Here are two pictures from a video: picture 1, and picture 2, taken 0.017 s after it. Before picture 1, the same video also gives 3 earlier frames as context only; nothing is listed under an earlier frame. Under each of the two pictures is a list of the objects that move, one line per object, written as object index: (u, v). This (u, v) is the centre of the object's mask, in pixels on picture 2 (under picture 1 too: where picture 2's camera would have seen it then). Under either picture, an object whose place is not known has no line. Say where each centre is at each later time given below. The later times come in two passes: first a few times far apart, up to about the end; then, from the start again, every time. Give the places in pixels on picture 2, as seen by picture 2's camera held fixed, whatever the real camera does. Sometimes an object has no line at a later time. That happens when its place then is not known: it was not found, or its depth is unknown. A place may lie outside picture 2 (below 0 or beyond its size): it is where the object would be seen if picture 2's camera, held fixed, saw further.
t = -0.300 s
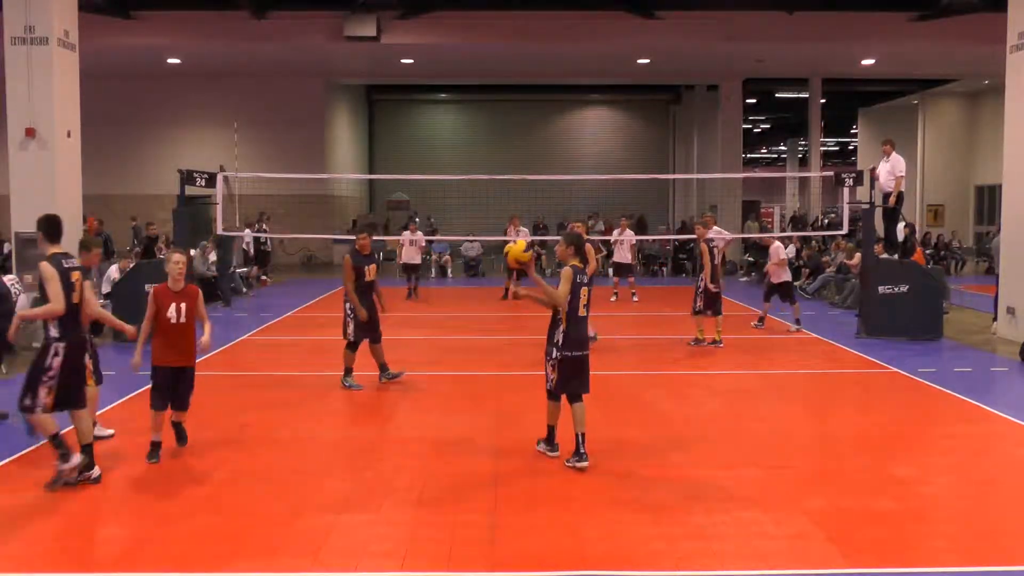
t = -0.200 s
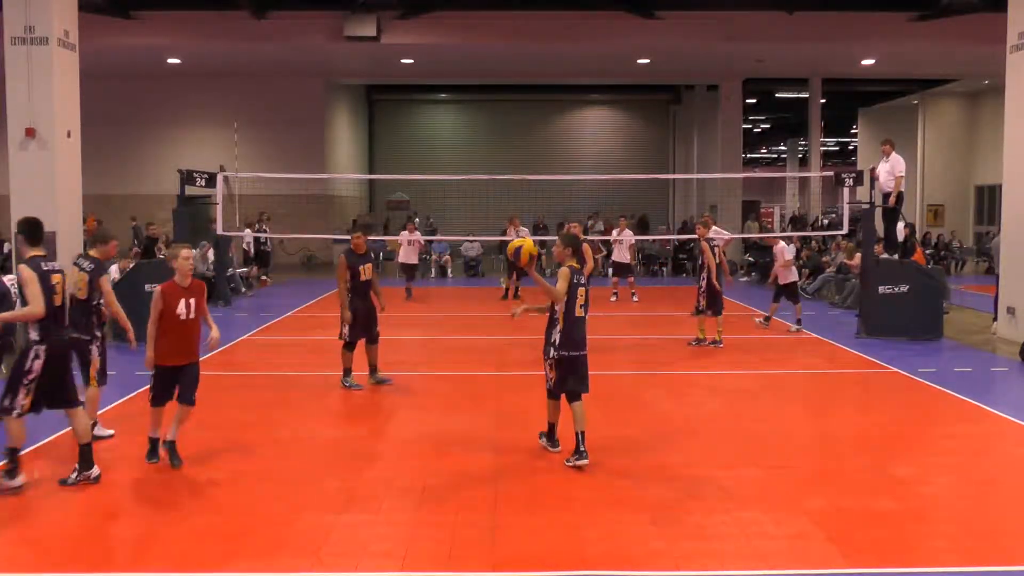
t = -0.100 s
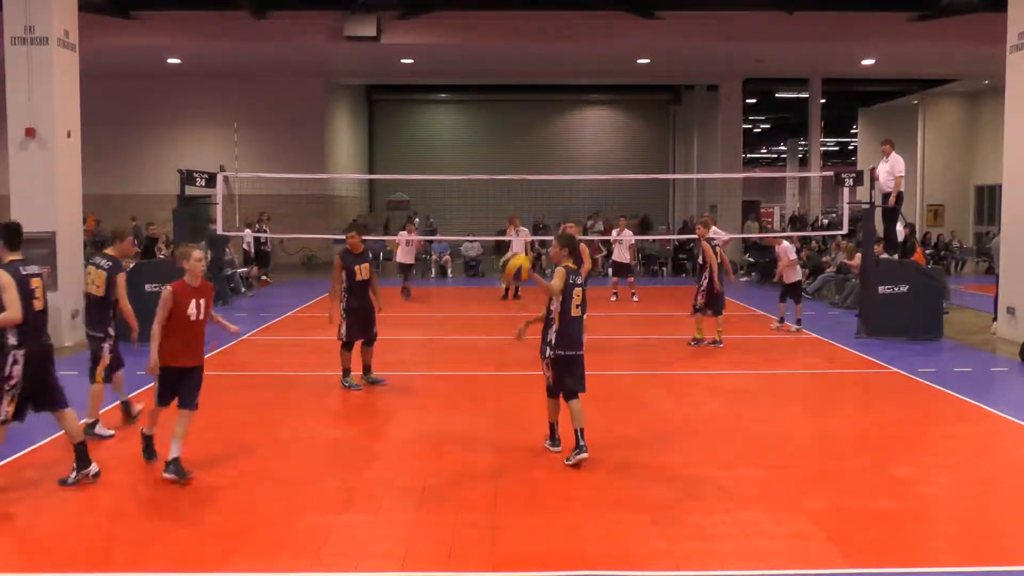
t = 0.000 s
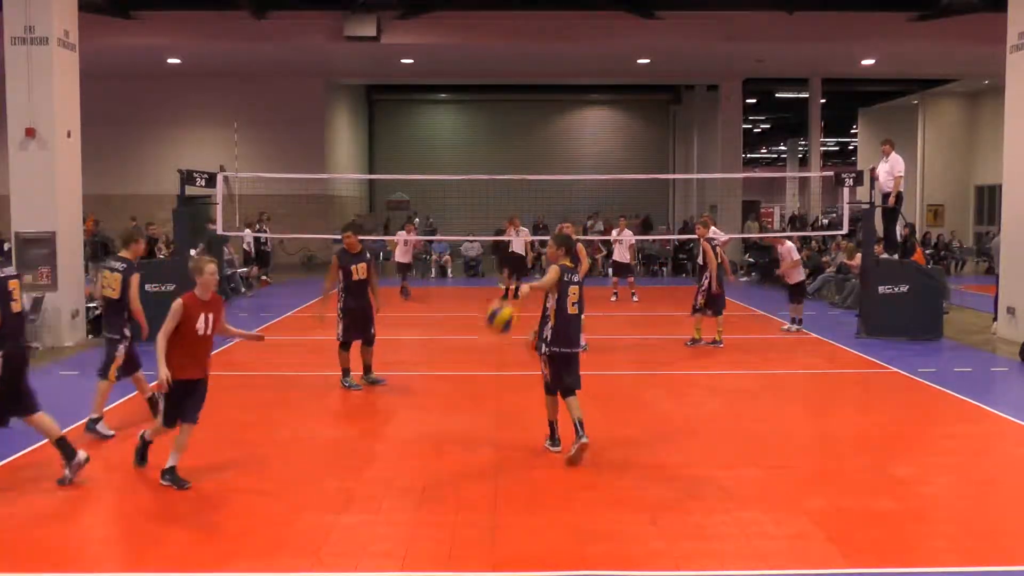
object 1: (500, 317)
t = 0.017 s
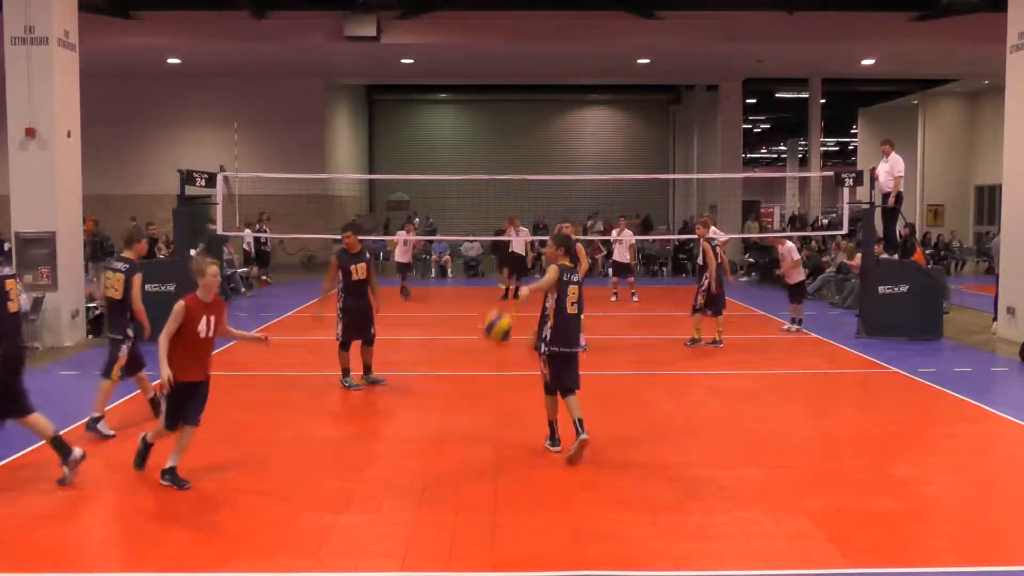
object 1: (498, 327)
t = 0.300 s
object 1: (464, 478)
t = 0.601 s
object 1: (439, 369)
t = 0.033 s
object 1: (496, 338)
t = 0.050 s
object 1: (495, 348)
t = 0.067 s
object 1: (493, 360)
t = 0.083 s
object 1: (491, 373)
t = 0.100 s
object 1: (488, 386)
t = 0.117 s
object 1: (487, 398)
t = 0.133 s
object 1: (484, 412)
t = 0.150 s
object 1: (481, 428)
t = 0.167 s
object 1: (479, 442)
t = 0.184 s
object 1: (476, 459)
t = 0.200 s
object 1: (473, 475)
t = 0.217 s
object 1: (471, 492)
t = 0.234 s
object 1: (469, 510)
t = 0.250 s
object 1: (468, 510)
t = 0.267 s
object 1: (467, 497)
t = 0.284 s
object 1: (464, 488)
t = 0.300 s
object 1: (464, 478)
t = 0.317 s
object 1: (463, 469)
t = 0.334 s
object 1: (461, 461)
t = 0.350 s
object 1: (460, 452)
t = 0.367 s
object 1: (459, 445)
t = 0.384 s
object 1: (457, 435)
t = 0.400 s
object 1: (456, 428)
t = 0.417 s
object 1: (454, 422)
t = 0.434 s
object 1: (454, 415)
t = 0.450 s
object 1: (453, 409)
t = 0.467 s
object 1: (452, 402)
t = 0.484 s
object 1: (449, 394)
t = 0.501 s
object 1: (447, 390)
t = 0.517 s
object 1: (446, 385)
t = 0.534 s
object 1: (444, 383)
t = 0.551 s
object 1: (443, 378)
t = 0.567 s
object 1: (442, 373)
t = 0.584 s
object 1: (441, 370)
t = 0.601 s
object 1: (439, 369)
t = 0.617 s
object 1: (438, 366)
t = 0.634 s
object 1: (437, 364)
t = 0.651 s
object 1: (435, 363)
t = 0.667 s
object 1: (434, 361)
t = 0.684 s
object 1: (432, 361)
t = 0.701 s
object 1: (431, 361)
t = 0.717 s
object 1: (429, 362)
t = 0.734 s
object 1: (428, 363)
